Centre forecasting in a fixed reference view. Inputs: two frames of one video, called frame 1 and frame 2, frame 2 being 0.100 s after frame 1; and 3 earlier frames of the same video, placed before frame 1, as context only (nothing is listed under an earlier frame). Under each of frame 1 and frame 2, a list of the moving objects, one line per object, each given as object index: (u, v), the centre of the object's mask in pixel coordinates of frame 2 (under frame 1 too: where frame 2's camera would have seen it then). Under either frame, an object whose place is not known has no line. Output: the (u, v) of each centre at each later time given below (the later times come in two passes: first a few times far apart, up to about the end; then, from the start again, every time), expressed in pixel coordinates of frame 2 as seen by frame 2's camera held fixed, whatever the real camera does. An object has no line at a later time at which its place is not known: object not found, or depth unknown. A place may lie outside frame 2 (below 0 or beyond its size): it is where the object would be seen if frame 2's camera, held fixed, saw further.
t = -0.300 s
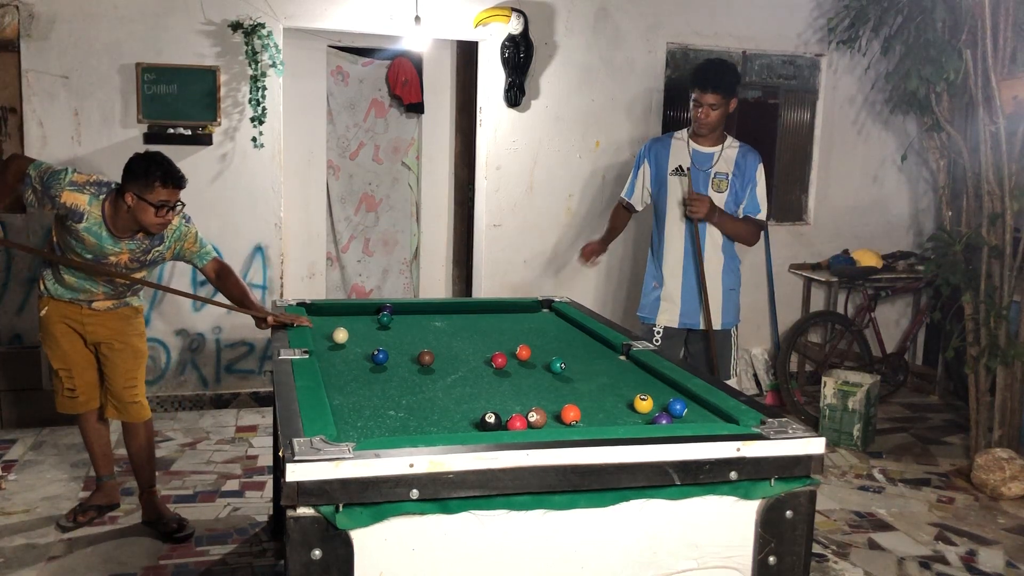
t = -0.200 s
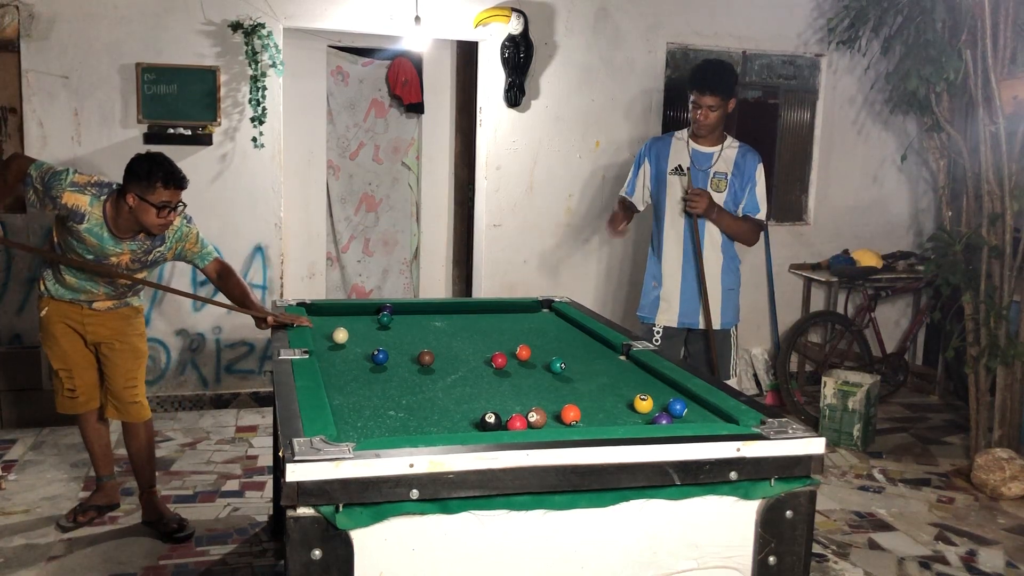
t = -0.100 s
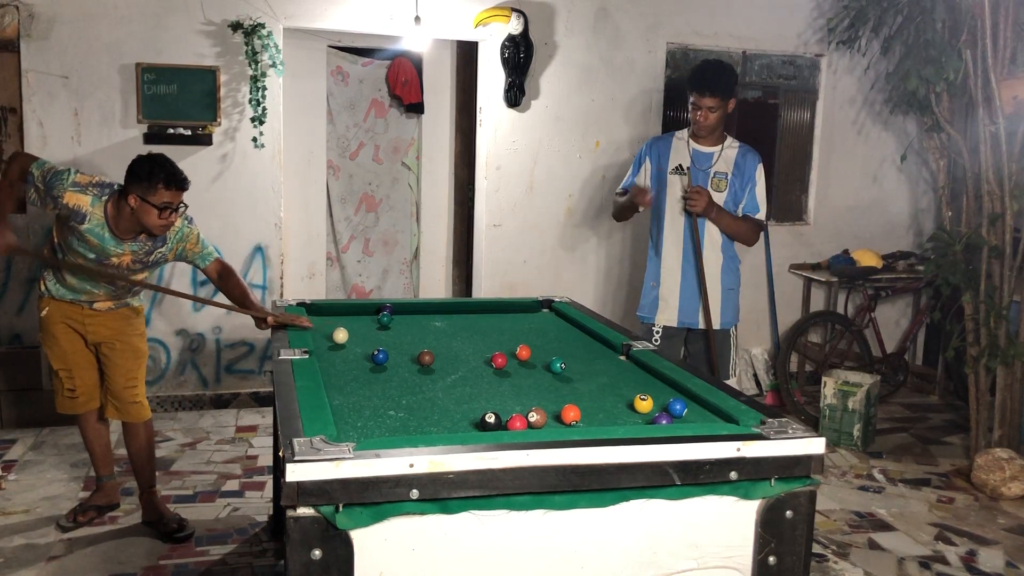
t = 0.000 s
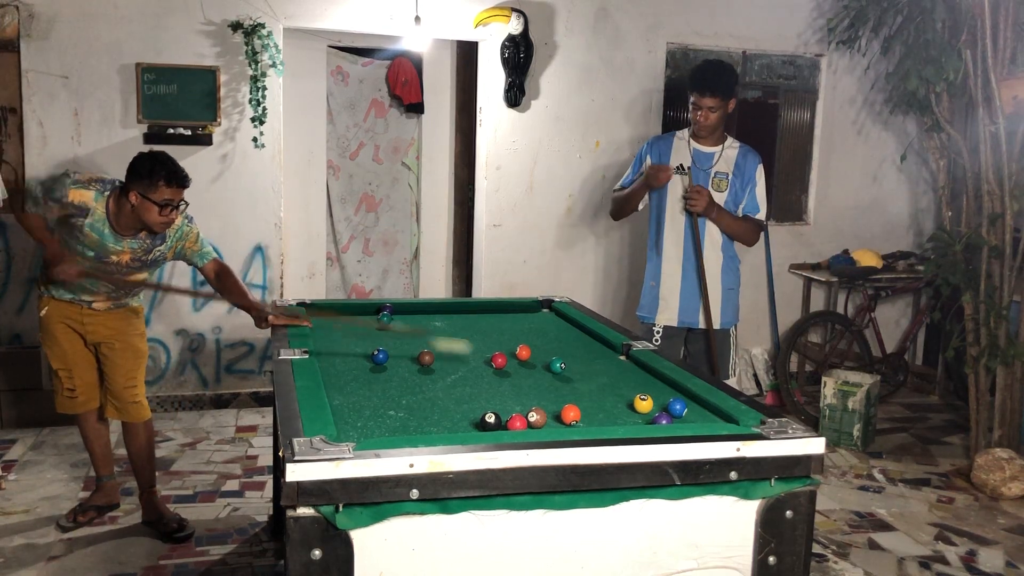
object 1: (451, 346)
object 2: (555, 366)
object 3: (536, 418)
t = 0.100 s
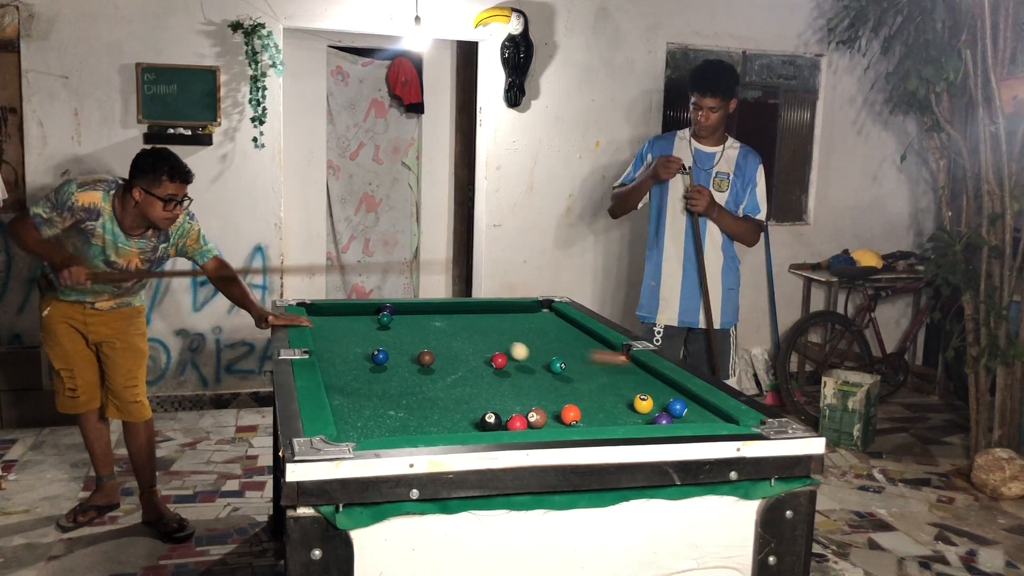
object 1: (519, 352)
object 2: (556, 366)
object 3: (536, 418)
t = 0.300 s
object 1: (561, 362)
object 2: (534, 367)
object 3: (536, 418)
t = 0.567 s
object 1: (615, 366)
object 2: (467, 369)
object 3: (536, 418)
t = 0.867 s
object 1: (631, 371)
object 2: (392, 371)
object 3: (513, 407)
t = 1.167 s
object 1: (609, 377)
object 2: (334, 373)
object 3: (485, 397)
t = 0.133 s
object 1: (526, 356)
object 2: (556, 366)
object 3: (536, 418)
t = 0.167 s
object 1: (535, 358)
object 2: (556, 365)
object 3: (536, 418)
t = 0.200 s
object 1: (543, 359)
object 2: (557, 366)
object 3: (536, 418)
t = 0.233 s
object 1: (548, 359)
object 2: (558, 367)
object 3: (536, 418)
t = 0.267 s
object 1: (557, 360)
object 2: (544, 367)
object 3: (536, 418)
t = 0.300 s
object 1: (561, 362)
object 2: (534, 367)
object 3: (536, 418)
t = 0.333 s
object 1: (568, 362)
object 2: (526, 368)
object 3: (536, 418)
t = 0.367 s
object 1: (575, 363)
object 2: (518, 368)
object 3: (536, 418)
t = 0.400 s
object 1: (582, 363)
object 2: (510, 368)
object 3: (536, 418)
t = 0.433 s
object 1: (588, 364)
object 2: (502, 368)
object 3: (536, 418)
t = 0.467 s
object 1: (595, 364)
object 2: (493, 368)
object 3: (536, 418)
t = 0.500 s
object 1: (601, 365)
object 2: (485, 369)
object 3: (536, 418)
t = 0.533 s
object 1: (608, 366)
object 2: (476, 369)
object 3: (536, 418)
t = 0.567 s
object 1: (615, 366)
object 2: (467, 369)
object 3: (536, 418)
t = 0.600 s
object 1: (621, 366)
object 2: (460, 369)
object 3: (536, 418)
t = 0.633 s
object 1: (628, 367)
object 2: (451, 370)
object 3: (536, 418)
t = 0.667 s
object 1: (634, 368)
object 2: (443, 370)
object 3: (534, 417)
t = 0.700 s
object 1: (640, 368)
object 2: (434, 370)
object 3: (532, 416)
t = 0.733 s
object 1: (641, 368)
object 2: (426, 371)
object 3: (528, 412)
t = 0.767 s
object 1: (638, 369)
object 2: (418, 370)
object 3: (524, 410)
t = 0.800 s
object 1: (636, 370)
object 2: (409, 371)
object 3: (520, 409)
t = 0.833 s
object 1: (634, 371)
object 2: (400, 371)
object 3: (517, 408)
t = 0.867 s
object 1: (631, 371)
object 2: (392, 371)
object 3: (513, 407)
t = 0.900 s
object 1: (629, 372)
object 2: (383, 372)
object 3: (510, 406)
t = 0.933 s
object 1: (626, 372)
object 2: (375, 372)
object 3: (507, 406)
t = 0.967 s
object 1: (624, 373)
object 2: (366, 372)
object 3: (503, 404)
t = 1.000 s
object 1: (621, 374)
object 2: (358, 372)
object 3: (501, 403)
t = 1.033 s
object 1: (619, 375)
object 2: (348, 373)
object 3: (498, 402)
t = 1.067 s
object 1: (616, 375)
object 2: (340, 372)
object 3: (494, 400)
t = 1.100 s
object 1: (614, 376)
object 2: (332, 372)
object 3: (491, 399)
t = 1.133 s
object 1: (611, 376)
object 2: (329, 372)
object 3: (488, 398)
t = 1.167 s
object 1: (609, 377)
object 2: (334, 373)
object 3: (485, 397)
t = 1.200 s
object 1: (606, 378)
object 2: (339, 373)
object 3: (482, 396)
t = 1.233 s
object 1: (603, 378)
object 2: (345, 373)
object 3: (479, 395)
